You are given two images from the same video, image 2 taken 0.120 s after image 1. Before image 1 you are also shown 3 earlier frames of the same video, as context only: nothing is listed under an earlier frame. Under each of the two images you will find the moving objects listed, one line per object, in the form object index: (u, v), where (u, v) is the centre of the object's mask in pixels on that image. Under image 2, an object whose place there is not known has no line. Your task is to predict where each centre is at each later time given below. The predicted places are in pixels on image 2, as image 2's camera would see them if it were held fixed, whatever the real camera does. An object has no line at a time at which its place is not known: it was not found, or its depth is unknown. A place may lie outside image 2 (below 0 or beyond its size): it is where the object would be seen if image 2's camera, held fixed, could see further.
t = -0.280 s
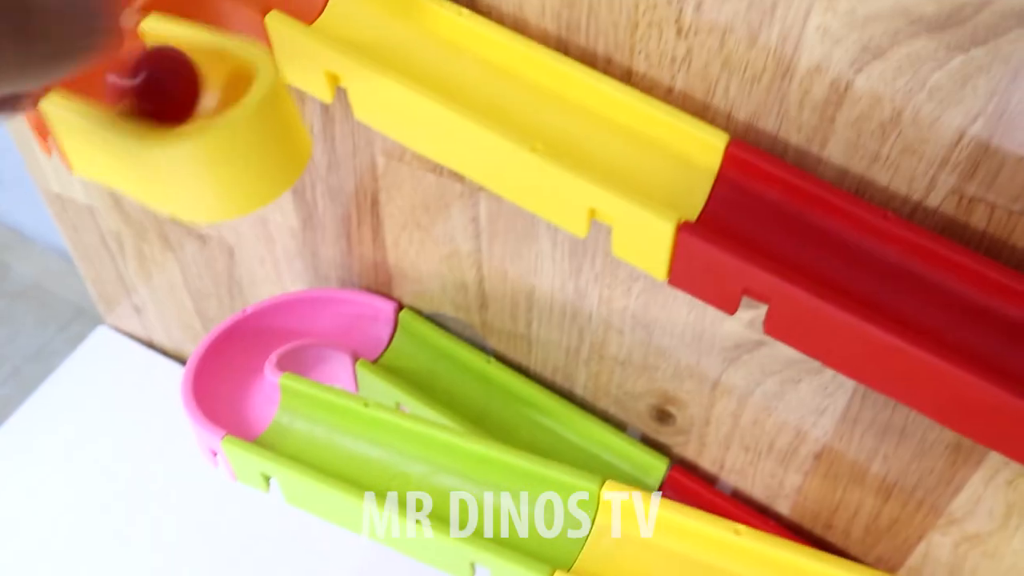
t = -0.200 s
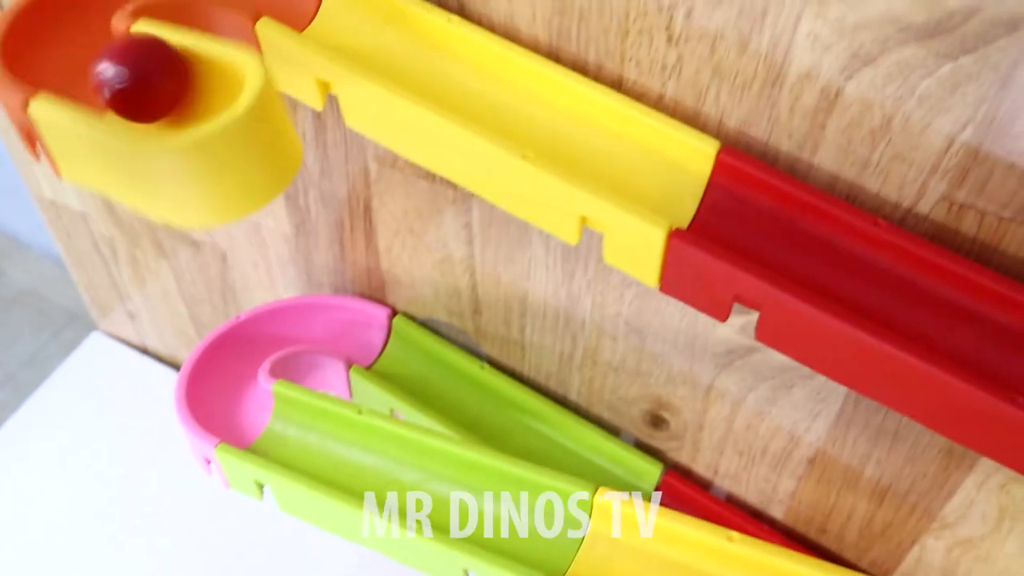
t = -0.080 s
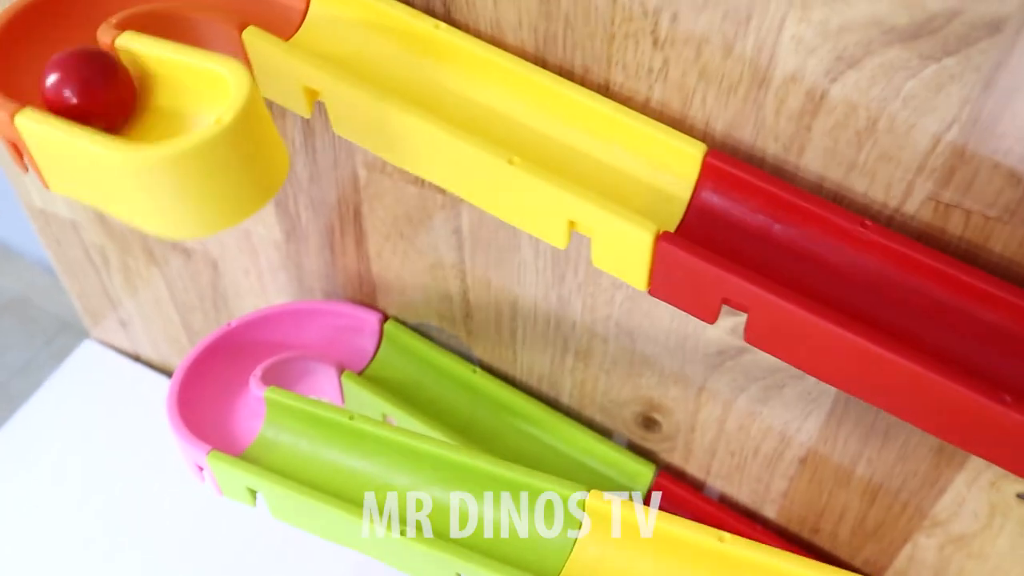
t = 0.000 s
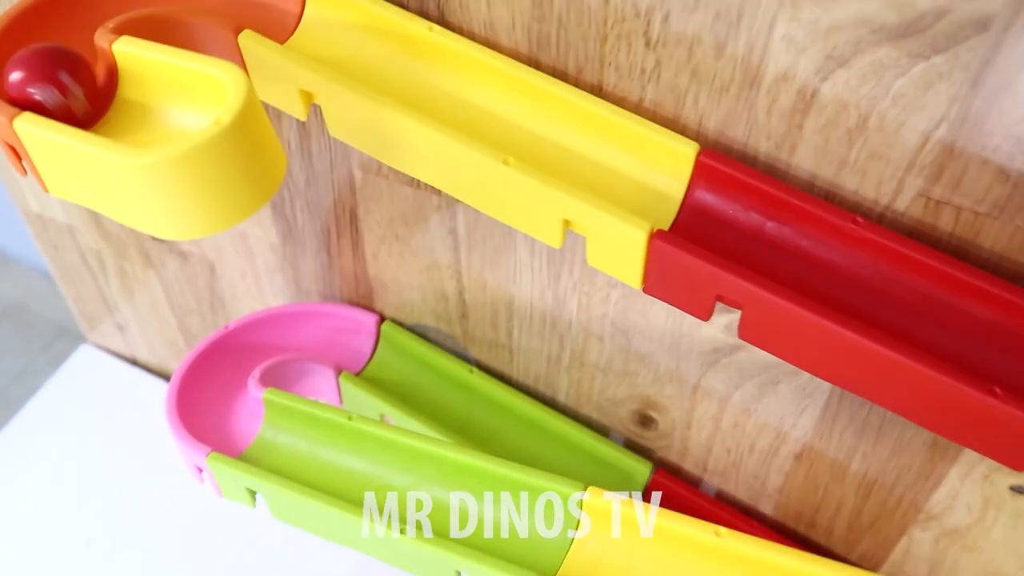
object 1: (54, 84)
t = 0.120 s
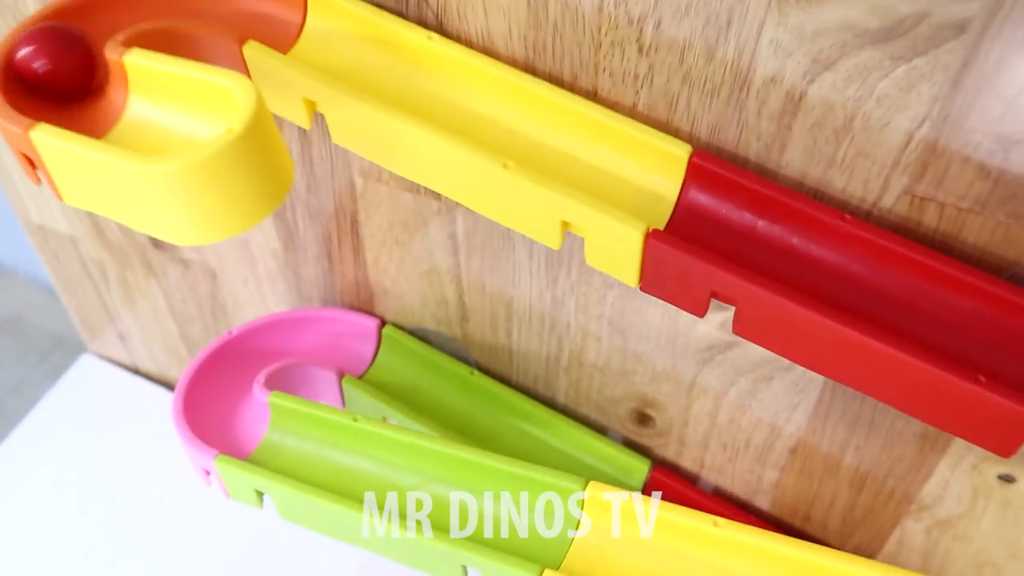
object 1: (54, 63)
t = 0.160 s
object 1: (68, 47)
